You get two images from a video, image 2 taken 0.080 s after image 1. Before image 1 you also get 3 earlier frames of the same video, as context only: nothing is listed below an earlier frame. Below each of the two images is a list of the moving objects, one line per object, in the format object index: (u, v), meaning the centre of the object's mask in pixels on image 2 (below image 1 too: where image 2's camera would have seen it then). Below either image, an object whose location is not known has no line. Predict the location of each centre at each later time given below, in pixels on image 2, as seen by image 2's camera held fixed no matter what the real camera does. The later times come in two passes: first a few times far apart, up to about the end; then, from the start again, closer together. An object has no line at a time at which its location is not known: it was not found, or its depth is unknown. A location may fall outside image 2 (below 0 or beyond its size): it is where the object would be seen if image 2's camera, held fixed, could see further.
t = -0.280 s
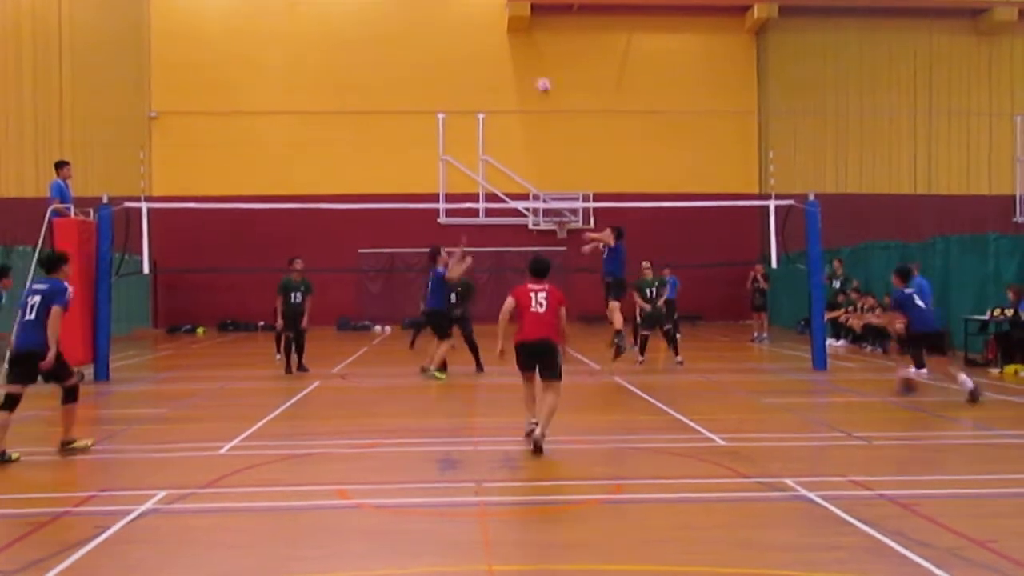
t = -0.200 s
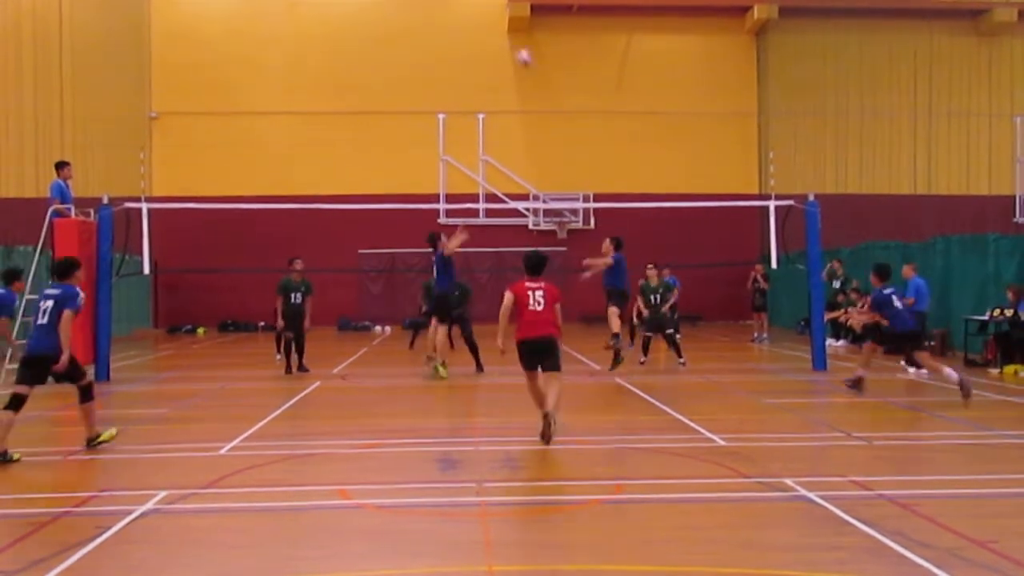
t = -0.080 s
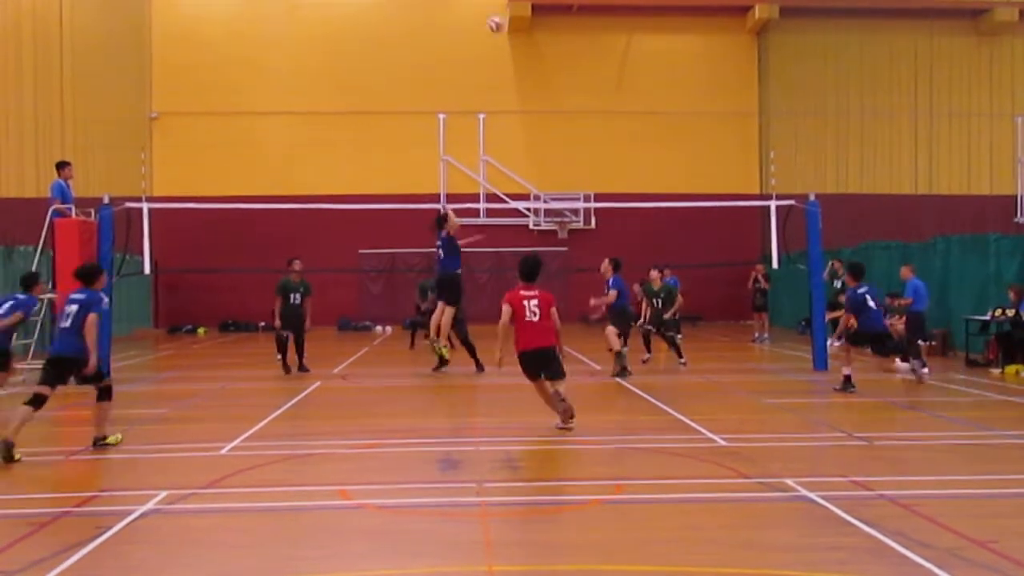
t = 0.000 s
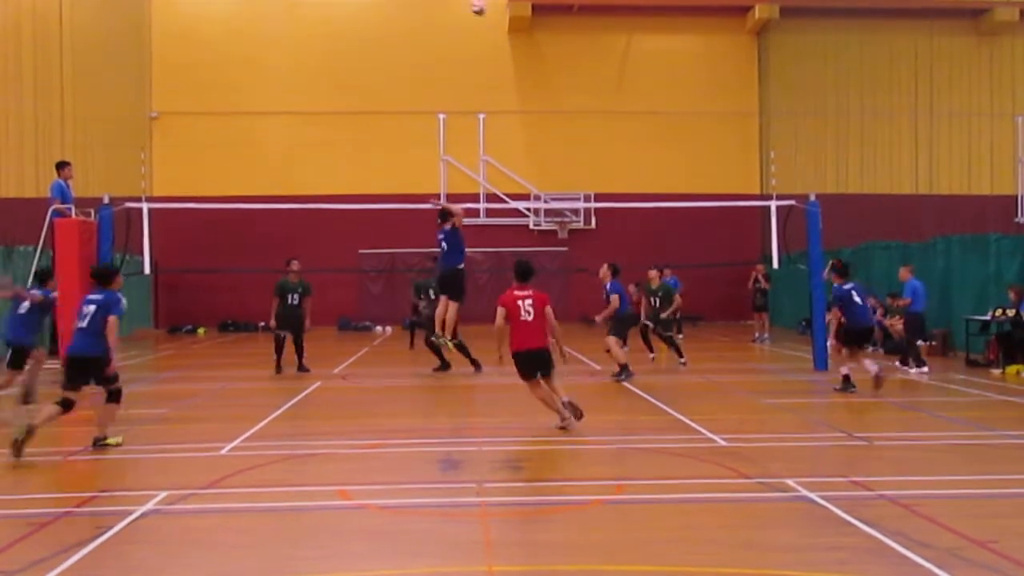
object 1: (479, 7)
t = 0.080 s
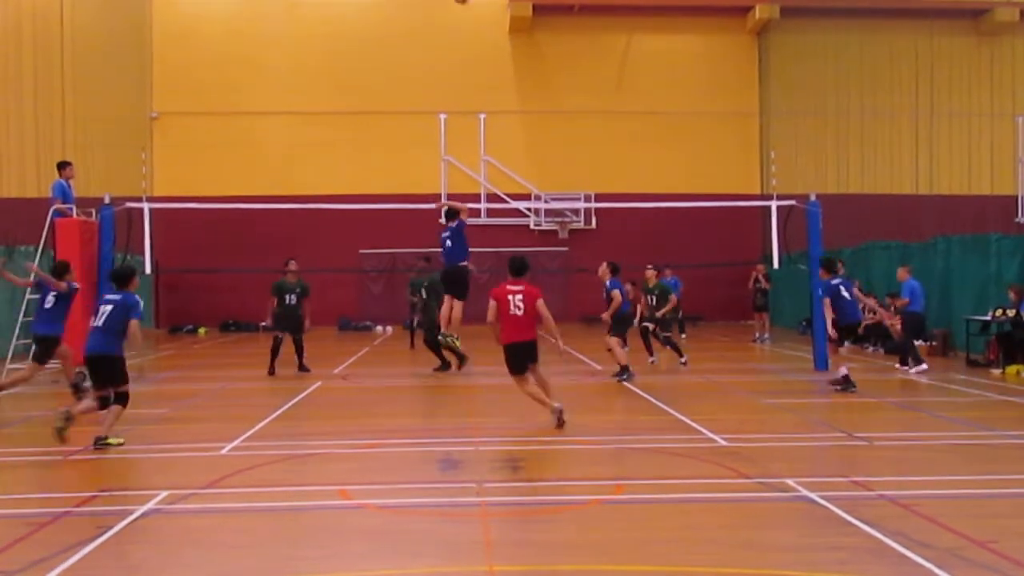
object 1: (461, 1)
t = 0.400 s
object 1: (390, 2)
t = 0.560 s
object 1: (355, 26)
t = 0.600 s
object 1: (346, 37)
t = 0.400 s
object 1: (390, 2)
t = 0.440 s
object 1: (380, 5)
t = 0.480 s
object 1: (372, 9)
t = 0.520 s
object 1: (364, 18)
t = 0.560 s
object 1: (355, 26)
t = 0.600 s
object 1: (346, 37)
